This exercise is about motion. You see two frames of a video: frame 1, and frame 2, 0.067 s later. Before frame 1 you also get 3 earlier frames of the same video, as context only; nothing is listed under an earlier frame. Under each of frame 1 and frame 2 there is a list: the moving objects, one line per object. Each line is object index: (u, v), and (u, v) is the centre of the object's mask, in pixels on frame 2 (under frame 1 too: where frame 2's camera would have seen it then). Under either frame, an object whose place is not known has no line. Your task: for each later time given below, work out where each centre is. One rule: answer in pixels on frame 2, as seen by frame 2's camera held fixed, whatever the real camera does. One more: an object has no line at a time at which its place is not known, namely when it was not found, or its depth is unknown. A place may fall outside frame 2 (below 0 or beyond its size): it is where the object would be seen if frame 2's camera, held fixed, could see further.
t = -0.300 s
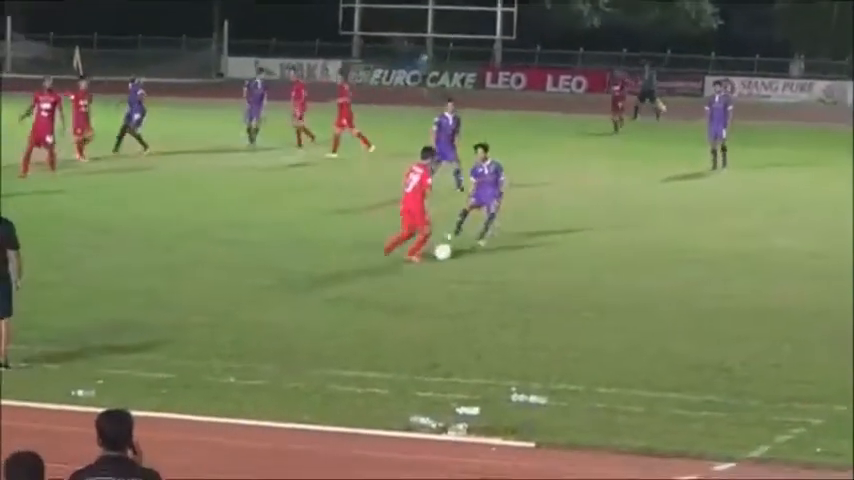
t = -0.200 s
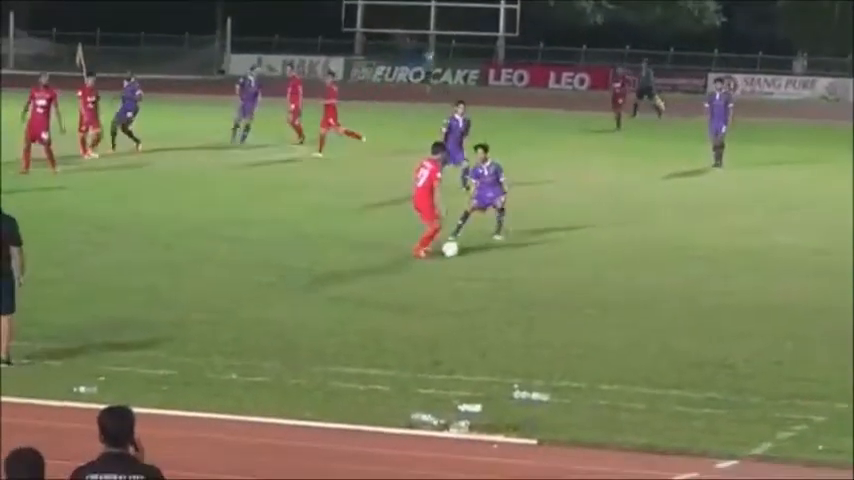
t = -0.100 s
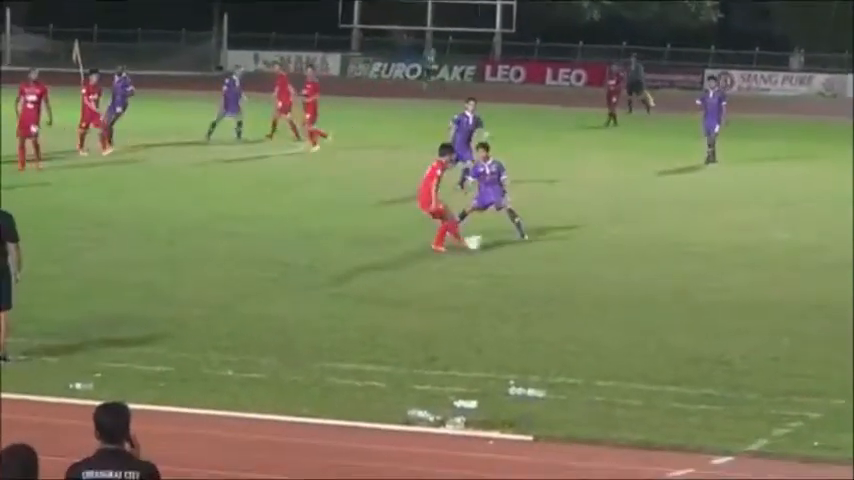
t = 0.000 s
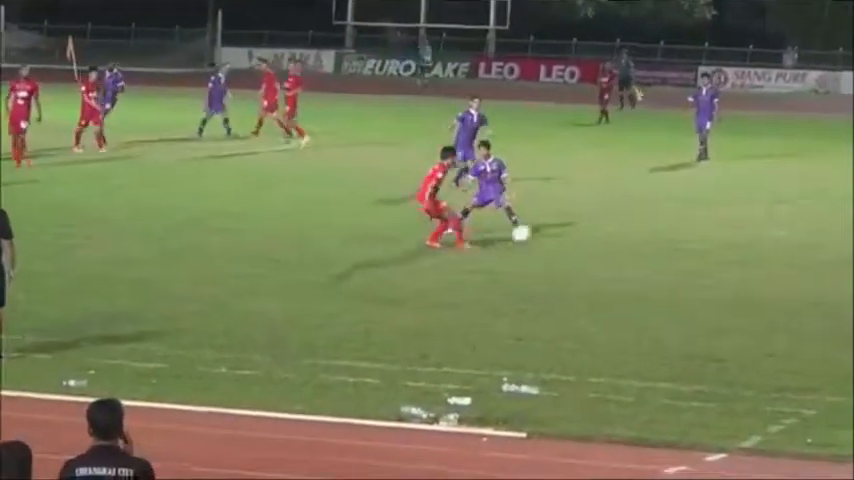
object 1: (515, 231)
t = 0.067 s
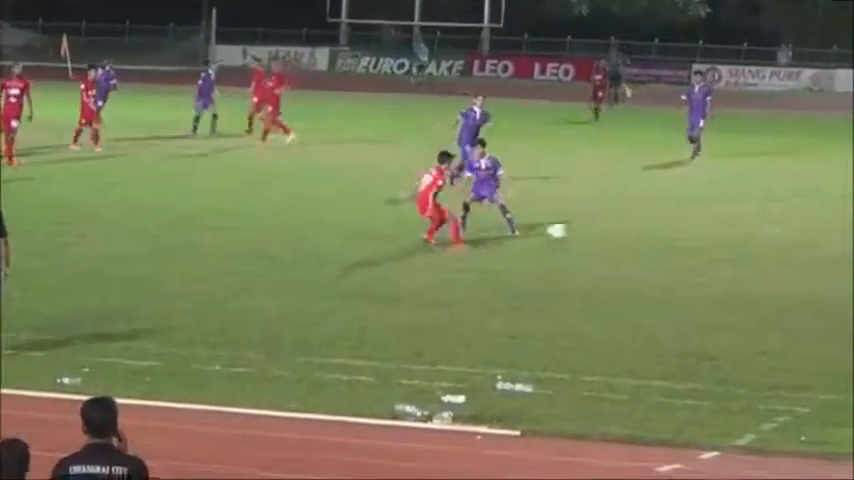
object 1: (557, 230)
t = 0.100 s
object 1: (567, 231)
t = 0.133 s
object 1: (587, 229)
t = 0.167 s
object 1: (604, 226)
